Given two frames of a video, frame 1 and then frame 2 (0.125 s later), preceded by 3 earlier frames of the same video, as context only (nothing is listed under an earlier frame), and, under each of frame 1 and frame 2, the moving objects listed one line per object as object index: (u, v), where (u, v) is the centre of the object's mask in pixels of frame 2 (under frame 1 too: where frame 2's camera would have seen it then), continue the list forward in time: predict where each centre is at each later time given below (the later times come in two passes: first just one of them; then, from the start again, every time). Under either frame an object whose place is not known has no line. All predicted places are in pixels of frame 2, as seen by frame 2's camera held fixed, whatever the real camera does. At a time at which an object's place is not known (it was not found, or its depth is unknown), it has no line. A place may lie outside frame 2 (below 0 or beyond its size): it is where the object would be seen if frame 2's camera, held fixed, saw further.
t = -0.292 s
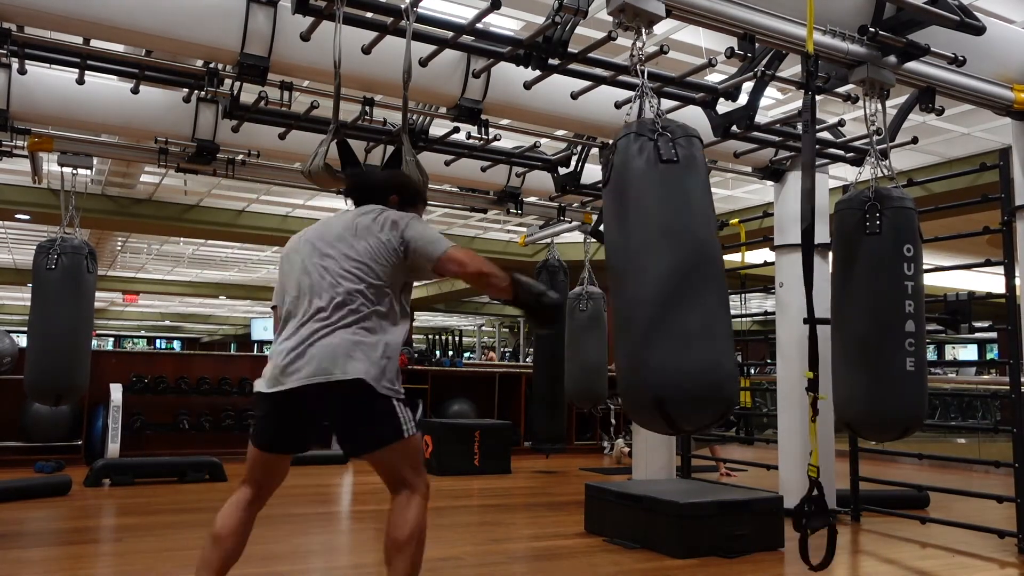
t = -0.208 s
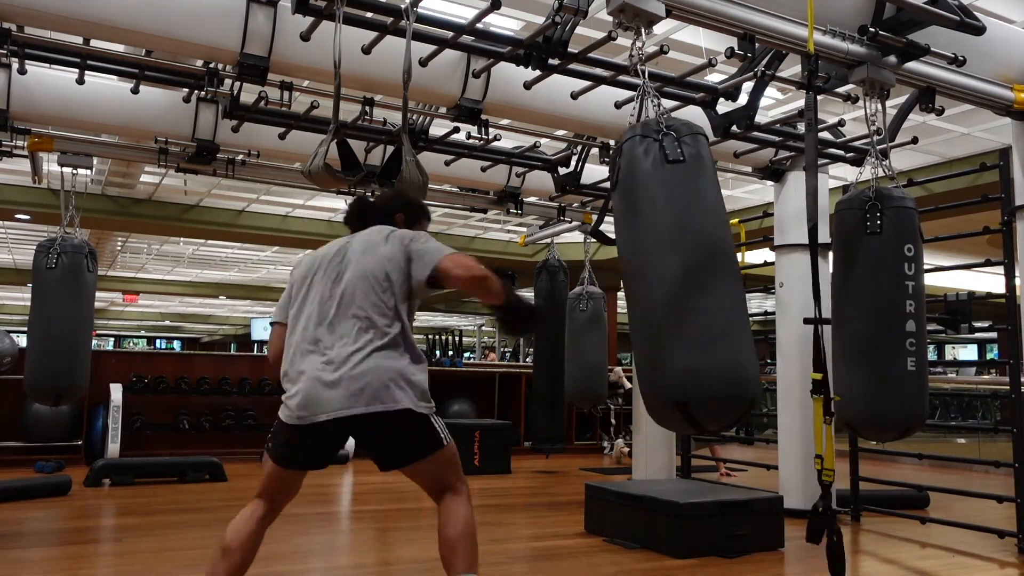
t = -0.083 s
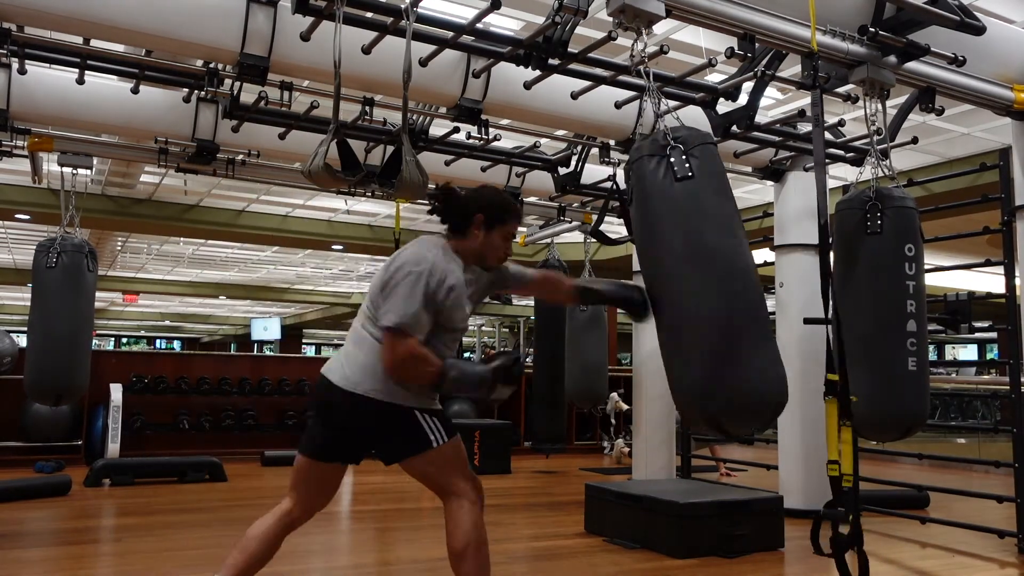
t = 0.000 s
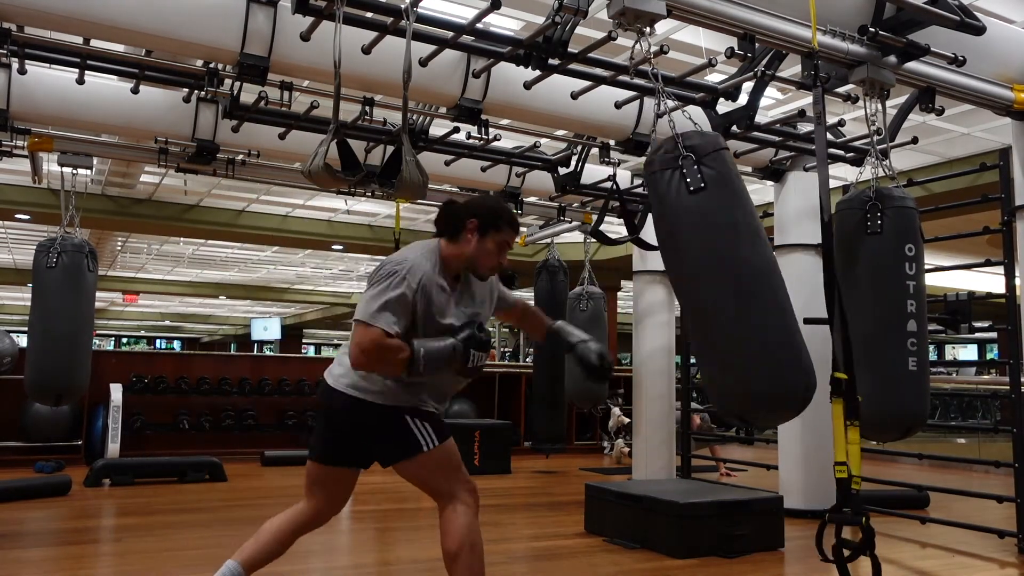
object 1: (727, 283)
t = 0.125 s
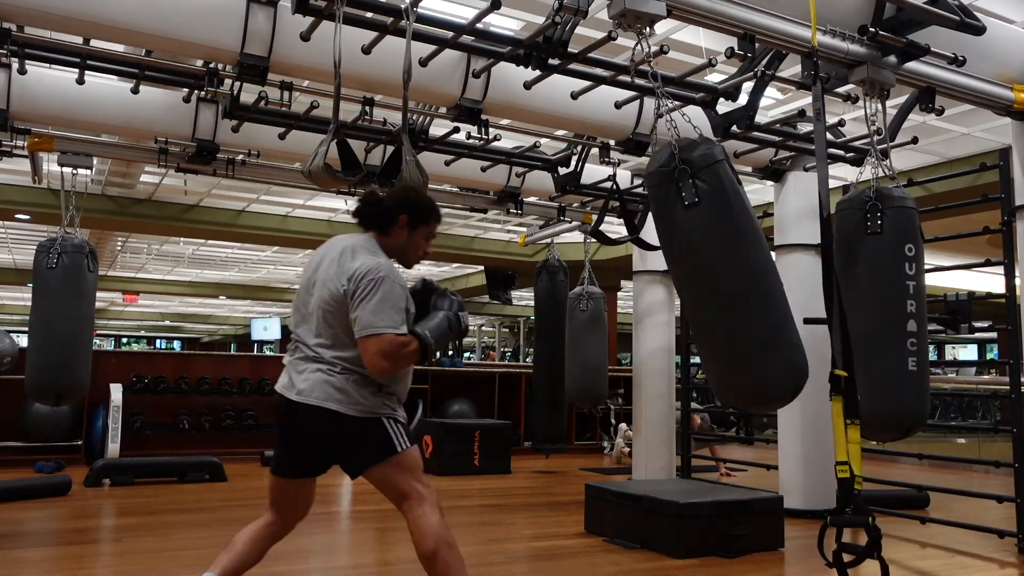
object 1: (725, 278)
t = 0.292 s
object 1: (664, 284)
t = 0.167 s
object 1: (715, 277)
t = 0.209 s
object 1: (700, 278)
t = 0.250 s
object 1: (683, 281)
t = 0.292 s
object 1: (664, 284)
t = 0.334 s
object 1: (643, 285)
